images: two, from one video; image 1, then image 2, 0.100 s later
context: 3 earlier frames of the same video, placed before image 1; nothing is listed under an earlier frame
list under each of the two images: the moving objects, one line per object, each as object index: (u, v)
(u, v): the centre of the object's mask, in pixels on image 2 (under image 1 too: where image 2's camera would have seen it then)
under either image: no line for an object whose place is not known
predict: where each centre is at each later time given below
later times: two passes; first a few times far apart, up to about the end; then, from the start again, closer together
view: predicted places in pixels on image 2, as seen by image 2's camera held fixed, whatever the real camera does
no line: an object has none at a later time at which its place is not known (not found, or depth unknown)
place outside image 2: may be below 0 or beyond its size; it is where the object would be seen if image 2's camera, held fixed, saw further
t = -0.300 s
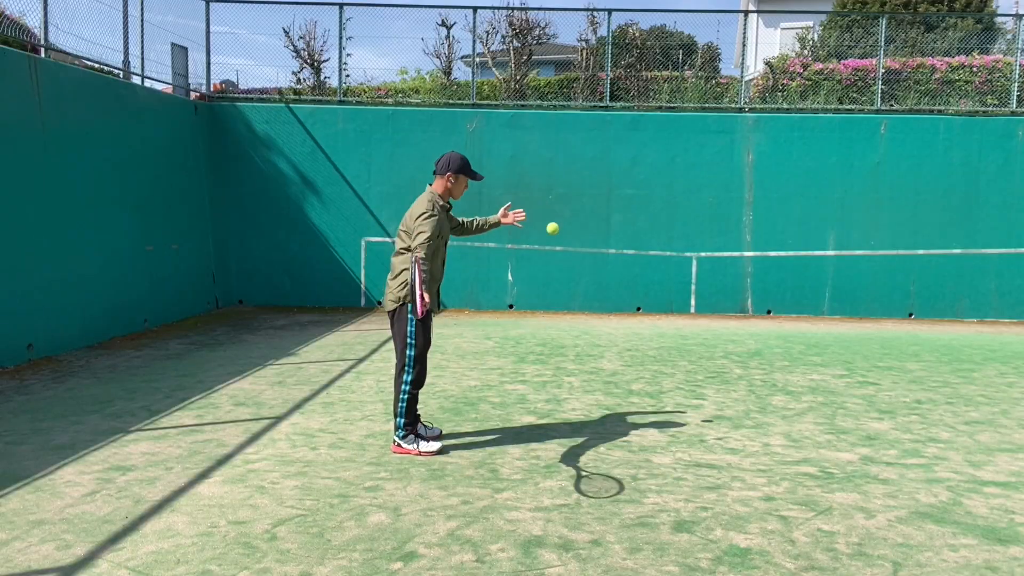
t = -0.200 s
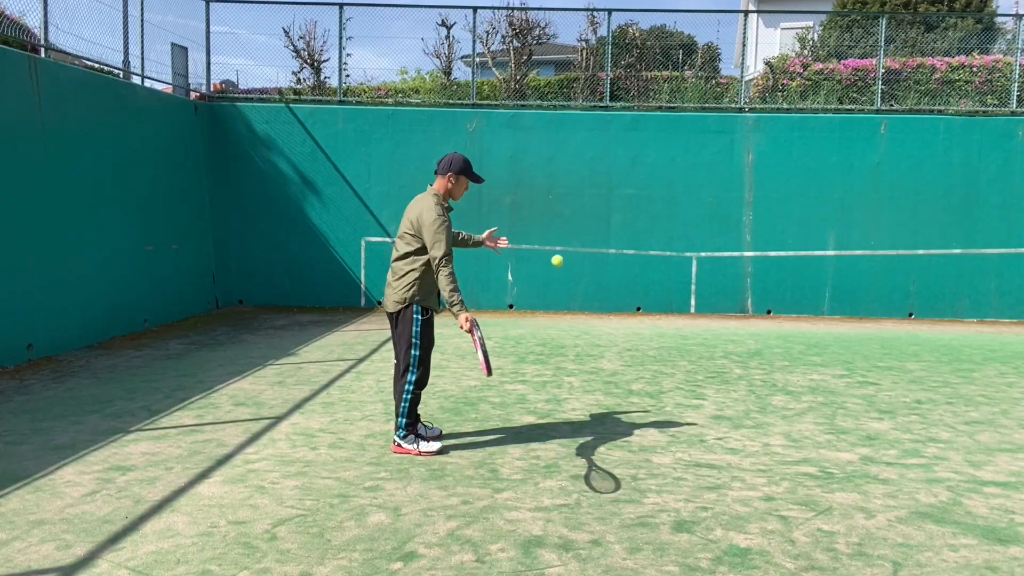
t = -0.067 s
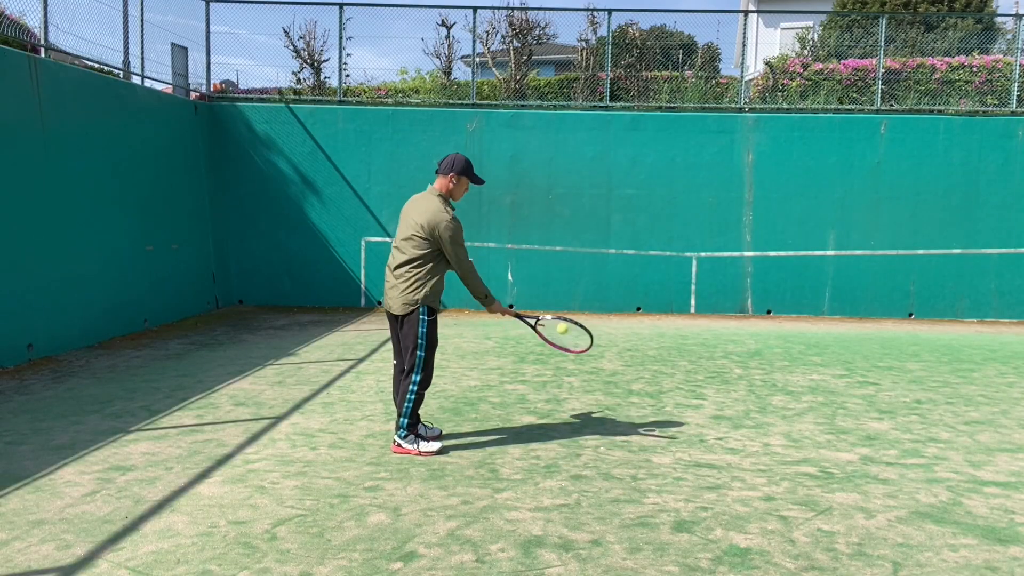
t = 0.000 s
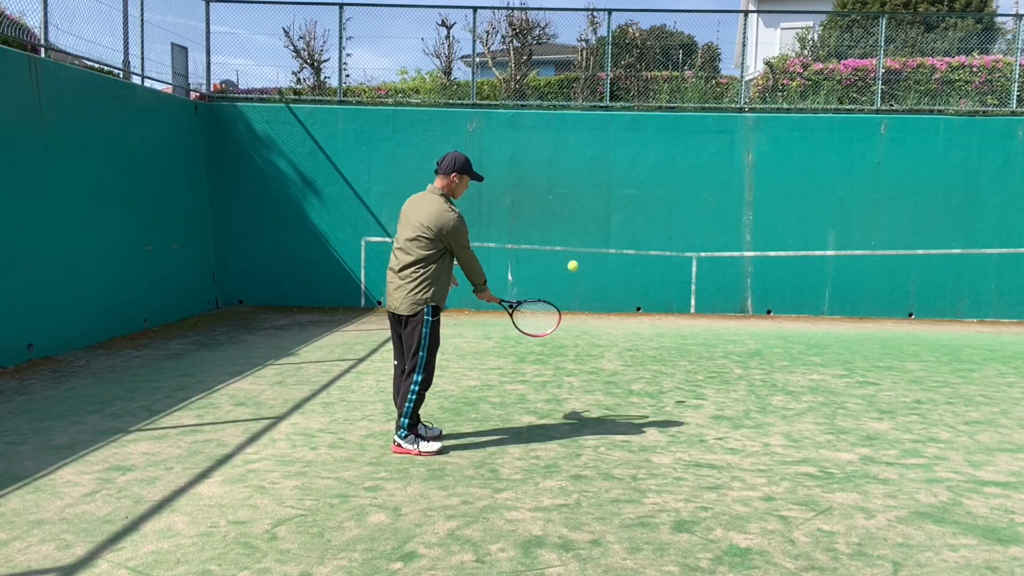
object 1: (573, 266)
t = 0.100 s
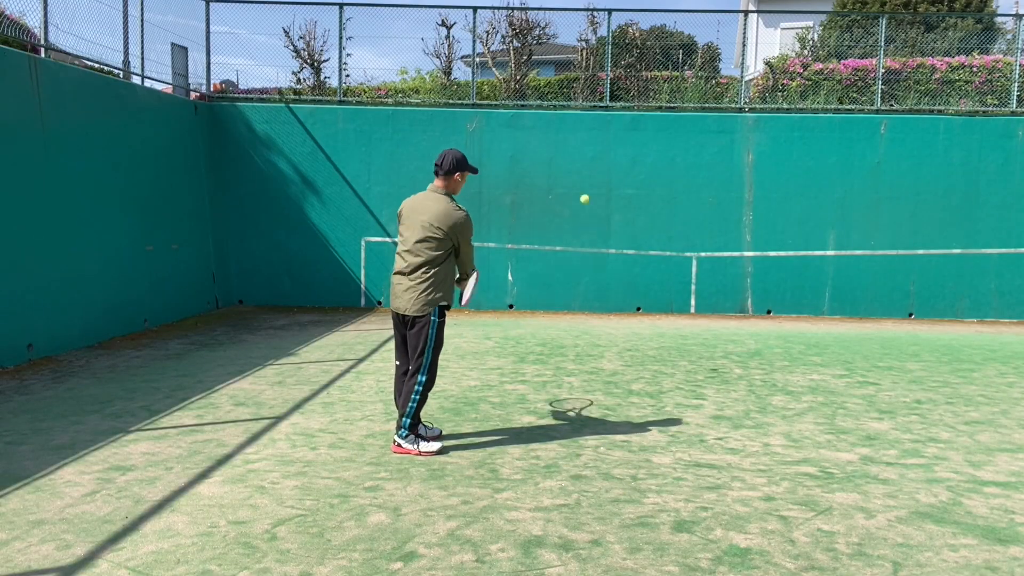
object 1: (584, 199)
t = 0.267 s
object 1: (597, 150)
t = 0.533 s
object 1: (608, 148)
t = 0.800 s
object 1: (628, 166)
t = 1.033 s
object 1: (657, 225)
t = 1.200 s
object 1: (682, 310)
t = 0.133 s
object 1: (587, 184)
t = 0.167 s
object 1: (590, 173)
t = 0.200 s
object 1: (593, 163)
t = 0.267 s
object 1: (597, 150)
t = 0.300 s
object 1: (598, 146)
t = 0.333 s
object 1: (600, 144)
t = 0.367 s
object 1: (602, 142)
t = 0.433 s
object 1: (604, 142)
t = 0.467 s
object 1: (606, 143)
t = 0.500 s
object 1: (607, 145)
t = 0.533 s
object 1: (608, 148)
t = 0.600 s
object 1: (610, 155)
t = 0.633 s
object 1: (612, 156)
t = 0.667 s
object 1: (615, 156)
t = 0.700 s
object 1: (618, 157)
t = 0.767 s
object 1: (625, 162)
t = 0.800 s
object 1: (628, 166)
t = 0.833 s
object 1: (632, 171)
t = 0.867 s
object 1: (636, 177)
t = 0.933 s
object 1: (644, 192)
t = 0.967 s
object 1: (648, 201)
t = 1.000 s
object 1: (652, 212)
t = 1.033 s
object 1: (657, 225)
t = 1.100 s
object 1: (666, 254)
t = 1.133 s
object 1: (671, 270)
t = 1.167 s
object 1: (676, 289)
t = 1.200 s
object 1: (682, 310)
